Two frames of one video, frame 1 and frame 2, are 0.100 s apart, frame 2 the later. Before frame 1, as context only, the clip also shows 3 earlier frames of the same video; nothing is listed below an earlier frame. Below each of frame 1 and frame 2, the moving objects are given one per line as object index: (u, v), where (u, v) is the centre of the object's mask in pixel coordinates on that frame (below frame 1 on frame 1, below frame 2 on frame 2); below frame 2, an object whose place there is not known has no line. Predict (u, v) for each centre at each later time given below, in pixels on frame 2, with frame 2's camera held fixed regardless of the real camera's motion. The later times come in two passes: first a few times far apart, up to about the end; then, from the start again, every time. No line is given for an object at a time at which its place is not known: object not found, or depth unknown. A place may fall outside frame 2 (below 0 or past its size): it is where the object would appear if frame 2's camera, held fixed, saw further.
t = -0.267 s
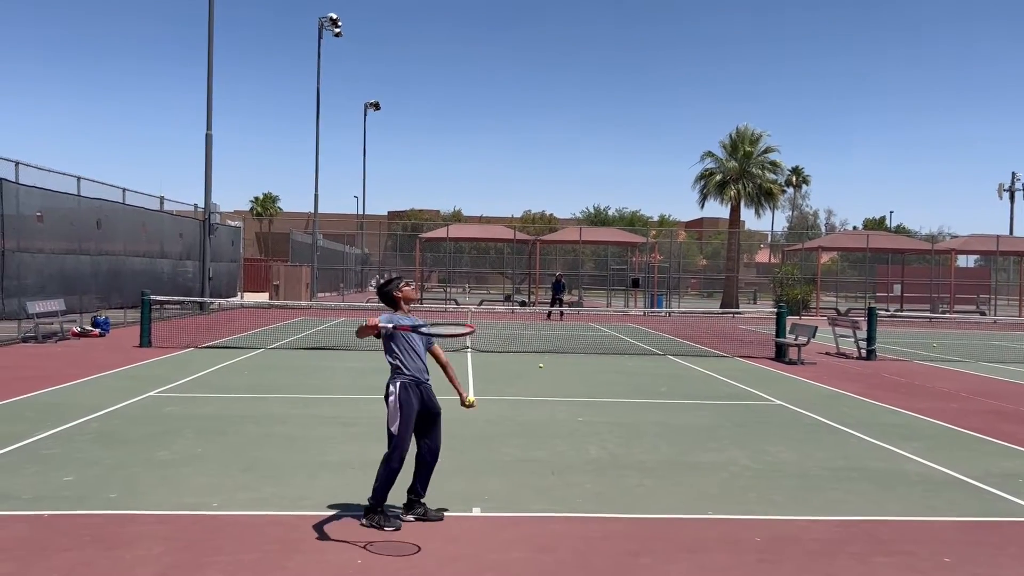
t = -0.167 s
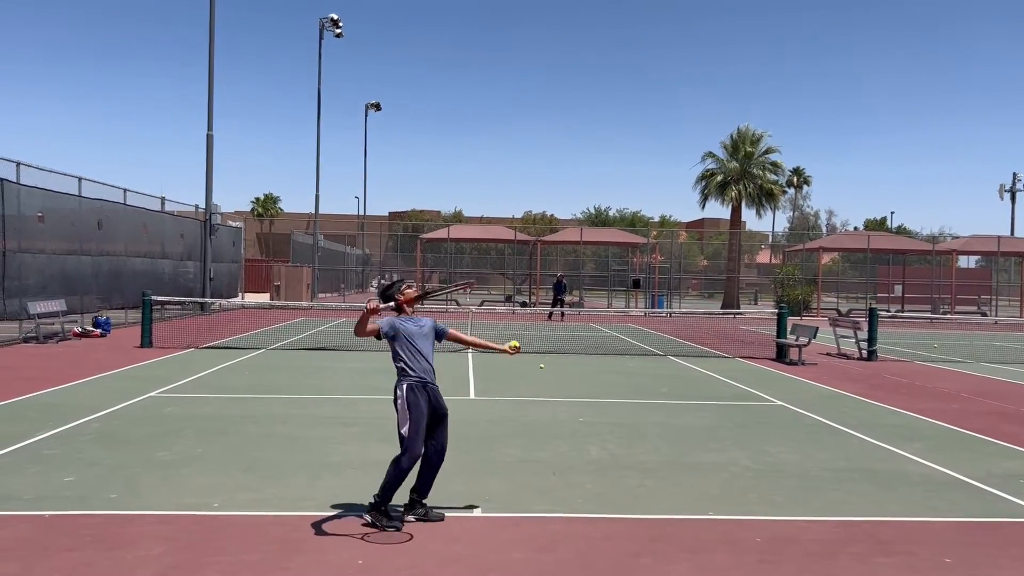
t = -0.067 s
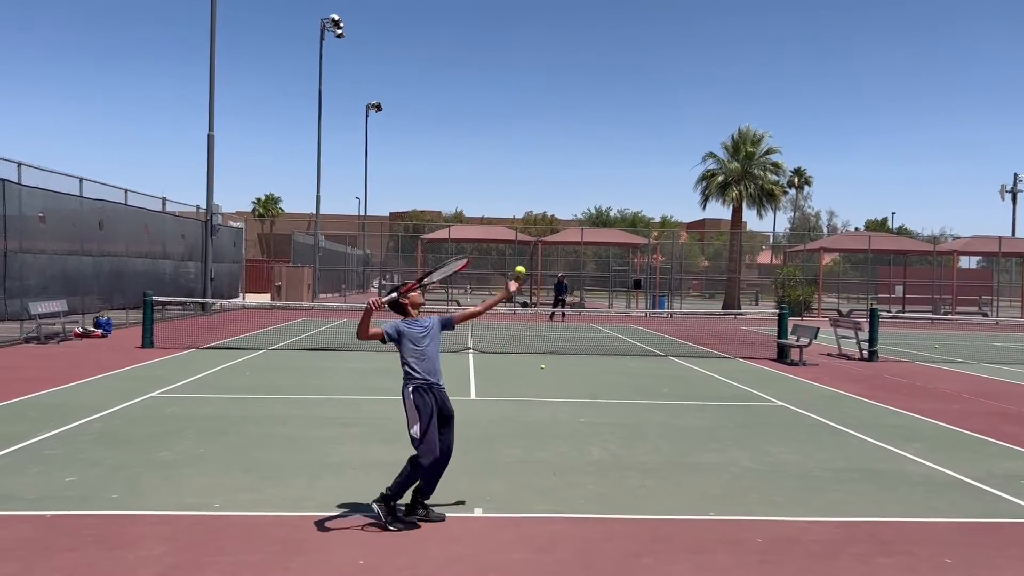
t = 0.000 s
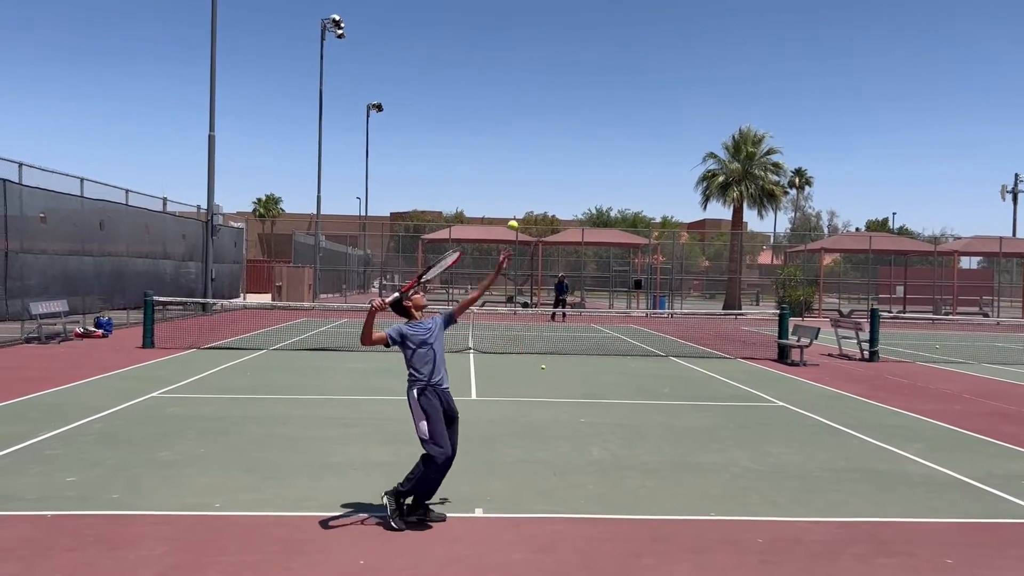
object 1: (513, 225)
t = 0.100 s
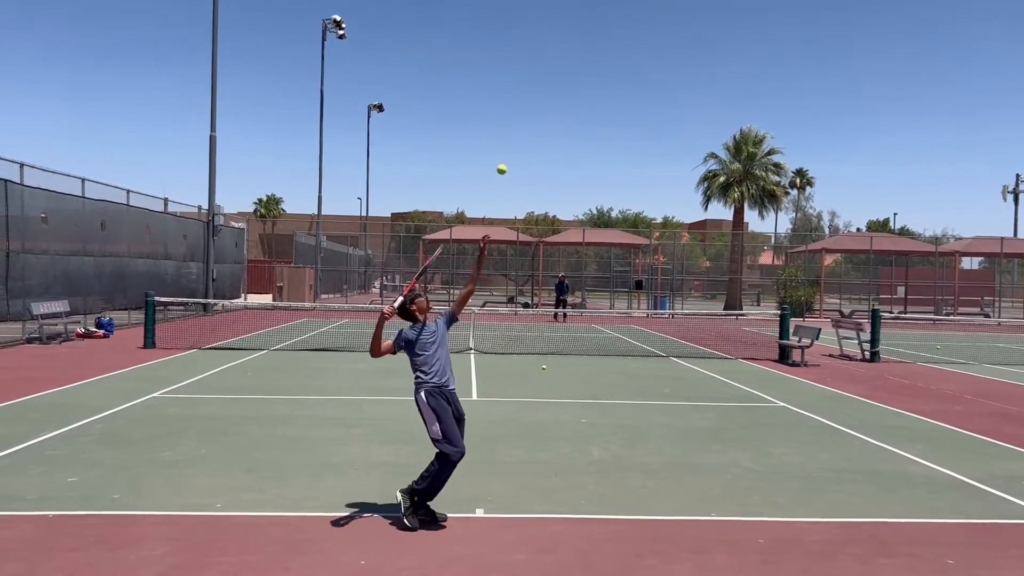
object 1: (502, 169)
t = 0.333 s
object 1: (474, 95)
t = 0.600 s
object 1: (442, 105)
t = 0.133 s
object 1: (497, 154)
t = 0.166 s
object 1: (494, 140)
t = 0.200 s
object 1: (490, 128)
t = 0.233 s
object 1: (486, 117)
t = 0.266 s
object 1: (482, 108)
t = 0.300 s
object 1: (478, 100)
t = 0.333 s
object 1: (474, 95)
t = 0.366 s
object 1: (470, 90)
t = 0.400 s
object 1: (466, 88)
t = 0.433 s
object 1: (462, 86)
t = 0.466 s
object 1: (458, 87)
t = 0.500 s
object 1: (454, 89)
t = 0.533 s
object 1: (450, 93)
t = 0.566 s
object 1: (446, 98)
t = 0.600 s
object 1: (442, 105)
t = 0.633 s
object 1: (438, 113)
